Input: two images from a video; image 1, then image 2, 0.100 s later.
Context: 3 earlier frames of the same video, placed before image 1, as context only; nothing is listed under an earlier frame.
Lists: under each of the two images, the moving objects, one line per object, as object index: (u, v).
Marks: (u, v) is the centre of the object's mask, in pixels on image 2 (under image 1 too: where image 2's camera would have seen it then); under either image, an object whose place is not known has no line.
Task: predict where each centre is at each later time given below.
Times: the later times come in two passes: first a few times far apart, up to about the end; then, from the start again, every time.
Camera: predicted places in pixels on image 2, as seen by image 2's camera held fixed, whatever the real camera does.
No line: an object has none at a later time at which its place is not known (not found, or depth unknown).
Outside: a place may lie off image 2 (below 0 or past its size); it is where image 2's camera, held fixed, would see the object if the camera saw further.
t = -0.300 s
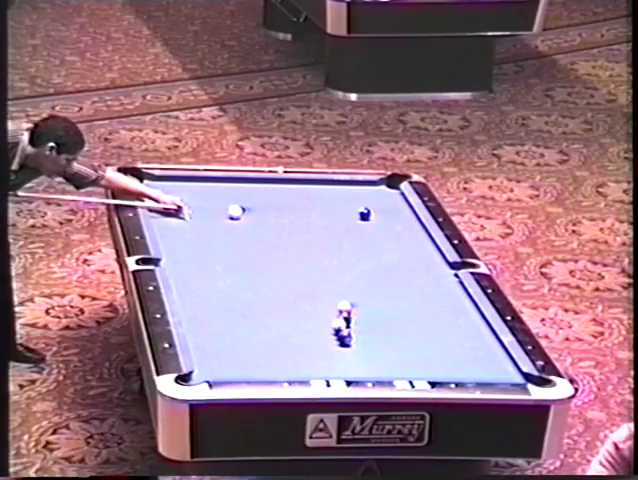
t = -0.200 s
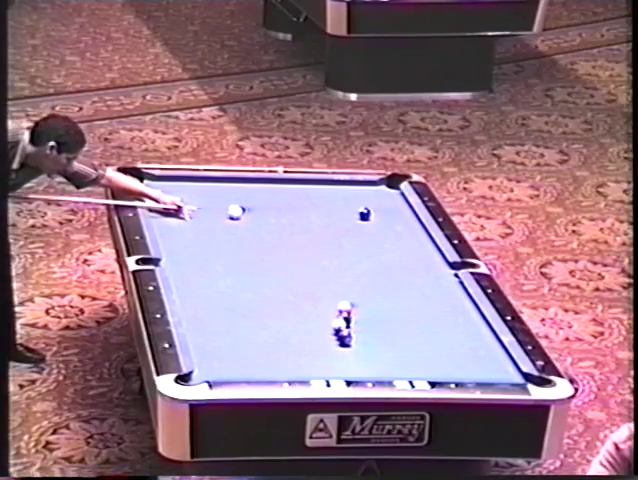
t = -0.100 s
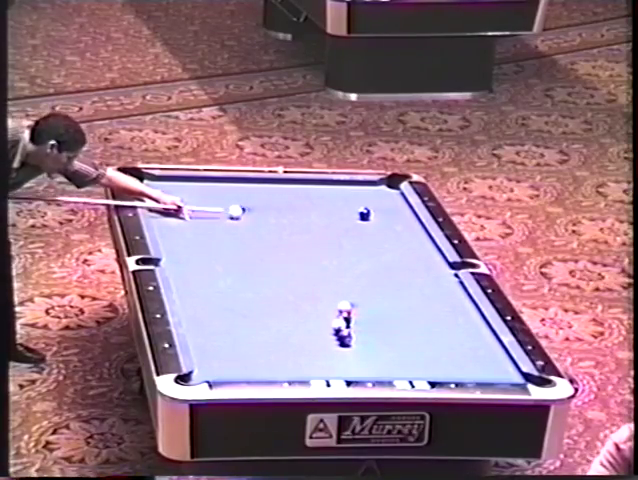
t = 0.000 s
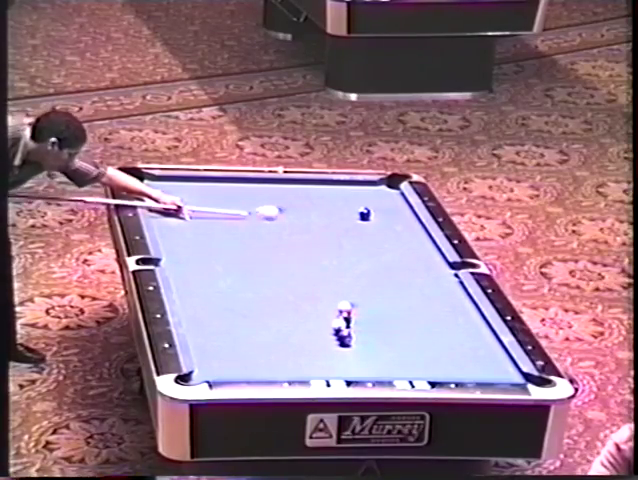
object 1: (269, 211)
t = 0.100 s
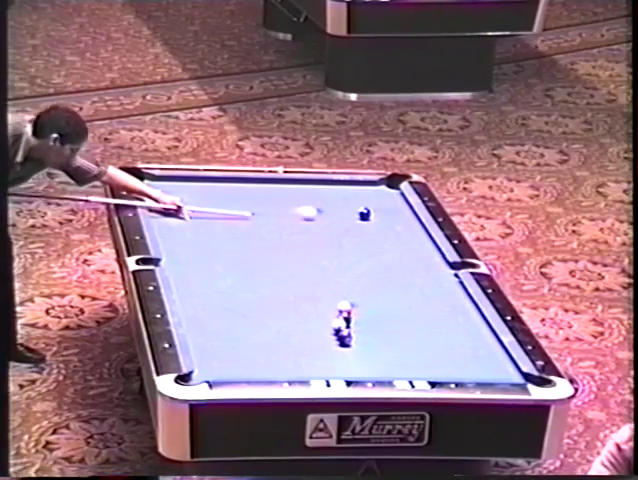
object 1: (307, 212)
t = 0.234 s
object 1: (352, 213)
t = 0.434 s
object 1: (372, 219)
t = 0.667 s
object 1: (399, 225)
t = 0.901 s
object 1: (420, 231)
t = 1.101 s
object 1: (411, 236)
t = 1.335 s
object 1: (401, 242)
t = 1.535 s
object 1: (393, 246)
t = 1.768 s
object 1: (384, 252)
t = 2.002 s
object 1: (376, 257)
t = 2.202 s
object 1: (369, 261)
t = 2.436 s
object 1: (361, 266)
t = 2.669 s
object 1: (354, 270)
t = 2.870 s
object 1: (348, 273)
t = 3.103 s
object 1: (341, 277)
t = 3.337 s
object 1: (334, 281)
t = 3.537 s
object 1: (329, 284)
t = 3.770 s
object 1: (323, 287)
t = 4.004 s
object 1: (317, 290)
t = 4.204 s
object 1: (314, 292)
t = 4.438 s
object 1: (309, 294)
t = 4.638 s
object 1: (306, 296)
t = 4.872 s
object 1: (302, 297)
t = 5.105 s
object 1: (299, 299)
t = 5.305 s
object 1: (298, 301)
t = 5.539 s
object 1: (296, 302)
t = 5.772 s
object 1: (295, 302)
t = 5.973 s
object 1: (294, 302)
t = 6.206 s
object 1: (295, 302)
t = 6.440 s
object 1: (295, 303)
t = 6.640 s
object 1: (295, 303)
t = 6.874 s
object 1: (295, 302)
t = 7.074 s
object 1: (295, 303)
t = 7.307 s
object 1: (295, 302)
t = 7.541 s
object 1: (294, 303)
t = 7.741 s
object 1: (294, 303)
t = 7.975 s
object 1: (295, 302)
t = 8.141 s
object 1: (294, 303)
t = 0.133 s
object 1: (320, 212)
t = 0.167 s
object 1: (332, 213)
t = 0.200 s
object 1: (343, 213)
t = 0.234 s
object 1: (352, 213)
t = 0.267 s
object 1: (356, 215)
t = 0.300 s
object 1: (359, 216)
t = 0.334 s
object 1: (361, 216)
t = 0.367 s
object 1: (364, 217)
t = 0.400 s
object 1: (368, 218)
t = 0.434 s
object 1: (372, 219)
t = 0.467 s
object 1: (376, 220)
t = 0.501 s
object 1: (380, 221)
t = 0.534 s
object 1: (384, 222)
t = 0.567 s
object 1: (388, 222)
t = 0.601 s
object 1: (392, 223)
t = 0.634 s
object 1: (396, 224)
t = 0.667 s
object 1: (399, 225)
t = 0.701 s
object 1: (404, 226)
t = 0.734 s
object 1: (408, 227)
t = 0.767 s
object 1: (412, 229)
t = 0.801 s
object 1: (415, 229)
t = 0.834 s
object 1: (419, 230)
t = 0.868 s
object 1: (421, 230)
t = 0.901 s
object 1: (420, 231)
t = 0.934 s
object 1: (418, 232)
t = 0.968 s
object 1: (417, 233)
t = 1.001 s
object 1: (416, 234)
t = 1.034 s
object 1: (414, 235)
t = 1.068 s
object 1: (413, 235)
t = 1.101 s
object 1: (411, 236)
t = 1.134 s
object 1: (410, 237)
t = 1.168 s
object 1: (408, 238)
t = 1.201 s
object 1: (407, 238)
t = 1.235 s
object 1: (405, 239)
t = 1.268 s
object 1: (404, 240)
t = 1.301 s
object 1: (402, 241)
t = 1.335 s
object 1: (401, 242)
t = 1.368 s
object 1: (400, 242)
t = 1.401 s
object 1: (398, 243)
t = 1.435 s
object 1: (397, 244)
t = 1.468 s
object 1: (396, 245)
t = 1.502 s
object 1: (395, 246)
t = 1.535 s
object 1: (393, 246)
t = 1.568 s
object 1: (392, 247)
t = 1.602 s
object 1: (391, 248)
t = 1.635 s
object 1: (389, 248)
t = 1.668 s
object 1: (388, 249)
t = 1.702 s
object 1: (387, 250)
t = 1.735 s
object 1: (386, 250)
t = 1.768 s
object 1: (384, 252)
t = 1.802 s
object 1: (383, 252)
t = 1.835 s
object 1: (382, 253)
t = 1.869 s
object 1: (381, 254)
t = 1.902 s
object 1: (379, 254)
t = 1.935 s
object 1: (378, 255)
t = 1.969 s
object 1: (377, 256)
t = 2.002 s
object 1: (376, 257)
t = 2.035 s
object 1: (374, 257)
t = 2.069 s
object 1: (373, 258)
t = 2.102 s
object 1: (372, 259)
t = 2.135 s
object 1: (371, 260)
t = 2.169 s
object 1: (370, 260)
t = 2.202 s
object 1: (369, 261)
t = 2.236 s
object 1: (368, 262)
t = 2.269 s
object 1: (366, 262)
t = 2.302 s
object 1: (366, 263)
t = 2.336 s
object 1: (364, 264)
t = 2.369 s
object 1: (363, 264)
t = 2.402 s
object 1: (362, 265)
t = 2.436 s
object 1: (361, 266)
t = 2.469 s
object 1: (360, 266)
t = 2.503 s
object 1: (359, 267)
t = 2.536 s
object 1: (358, 267)
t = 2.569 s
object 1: (357, 268)
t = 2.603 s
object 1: (356, 269)
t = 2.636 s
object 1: (355, 269)
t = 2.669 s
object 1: (354, 270)
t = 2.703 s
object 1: (353, 270)
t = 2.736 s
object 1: (352, 271)
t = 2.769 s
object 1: (351, 272)
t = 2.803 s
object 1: (350, 272)
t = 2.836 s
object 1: (349, 272)
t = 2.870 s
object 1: (348, 273)
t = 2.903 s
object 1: (346, 274)
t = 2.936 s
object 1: (346, 274)
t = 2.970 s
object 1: (345, 275)
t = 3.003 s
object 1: (344, 276)
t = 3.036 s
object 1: (343, 276)
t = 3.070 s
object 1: (342, 277)
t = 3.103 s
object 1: (341, 277)
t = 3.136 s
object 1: (340, 278)
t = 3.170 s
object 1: (339, 278)
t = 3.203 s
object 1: (337, 279)
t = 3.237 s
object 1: (337, 279)
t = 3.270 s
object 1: (336, 280)
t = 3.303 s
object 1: (335, 280)
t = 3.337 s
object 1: (334, 281)
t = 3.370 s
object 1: (333, 281)
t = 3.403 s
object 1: (332, 282)
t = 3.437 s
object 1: (331, 282)
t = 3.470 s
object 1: (331, 283)
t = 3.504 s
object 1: (330, 284)
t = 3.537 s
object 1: (329, 284)
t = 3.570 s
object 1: (328, 284)
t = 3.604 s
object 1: (327, 285)
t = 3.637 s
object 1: (326, 285)
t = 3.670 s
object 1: (325, 286)
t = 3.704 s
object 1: (325, 286)
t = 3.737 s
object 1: (324, 287)
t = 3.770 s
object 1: (323, 287)
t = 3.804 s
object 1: (322, 288)
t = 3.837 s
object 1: (321, 288)
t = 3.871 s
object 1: (321, 288)
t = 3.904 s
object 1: (320, 289)
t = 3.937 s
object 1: (319, 289)
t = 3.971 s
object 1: (318, 289)
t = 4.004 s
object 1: (317, 290)
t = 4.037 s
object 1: (317, 290)
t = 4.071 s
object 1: (316, 290)
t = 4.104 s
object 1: (315, 291)
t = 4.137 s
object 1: (315, 292)
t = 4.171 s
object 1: (314, 292)
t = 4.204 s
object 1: (314, 292)
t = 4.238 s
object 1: (313, 292)
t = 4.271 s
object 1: (312, 293)
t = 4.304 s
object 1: (311, 293)
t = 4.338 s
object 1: (311, 293)
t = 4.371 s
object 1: (310, 293)
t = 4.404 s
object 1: (310, 294)
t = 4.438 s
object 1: (309, 294)
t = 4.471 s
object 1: (308, 294)
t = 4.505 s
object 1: (308, 294)
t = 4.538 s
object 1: (307, 295)
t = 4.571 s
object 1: (307, 295)
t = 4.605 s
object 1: (306, 295)
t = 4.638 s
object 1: (306, 296)
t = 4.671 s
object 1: (305, 296)
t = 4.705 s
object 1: (304, 296)
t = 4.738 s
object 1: (304, 297)
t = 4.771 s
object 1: (304, 297)
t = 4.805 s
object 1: (303, 297)
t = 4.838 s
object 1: (302, 297)
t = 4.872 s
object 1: (302, 297)
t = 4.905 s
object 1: (302, 298)
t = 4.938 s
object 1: (301, 298)
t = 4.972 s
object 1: (301, 298)
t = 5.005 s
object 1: (300, 299)
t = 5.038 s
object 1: (300, 299)
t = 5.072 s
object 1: (300, 299)
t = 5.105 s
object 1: (299, 299)
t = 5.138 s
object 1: (299, 300)
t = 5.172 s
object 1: (299, 300)
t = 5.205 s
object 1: (298, 300)
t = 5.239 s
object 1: (298, 300)
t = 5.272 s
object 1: (298, 300)
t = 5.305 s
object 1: (298, 301)
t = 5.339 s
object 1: (297, 301)
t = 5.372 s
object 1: (297, 301)
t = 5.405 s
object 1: (297, 301)
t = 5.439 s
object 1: (297, 301)
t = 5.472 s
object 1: (296, 301)
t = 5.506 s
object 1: (296, 302)
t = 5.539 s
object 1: (296, 302)
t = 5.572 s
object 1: (296, 302)
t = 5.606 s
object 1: (296, 302)
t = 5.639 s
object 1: (296, 302)
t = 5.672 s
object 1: (296, 302)
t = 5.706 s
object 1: (296, 302)
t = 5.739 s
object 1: (295, 302)
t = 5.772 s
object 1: (295, 302)
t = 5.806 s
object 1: (295, 302)
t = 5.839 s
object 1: (295, 302)
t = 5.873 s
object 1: (295, 302)
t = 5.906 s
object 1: (295, 302)
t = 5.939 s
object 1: (295, 302)
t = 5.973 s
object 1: (294, 302)
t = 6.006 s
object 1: (295, 302)
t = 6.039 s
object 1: (295, 302)
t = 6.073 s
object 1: (294, 302)
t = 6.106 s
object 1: (295, 302)
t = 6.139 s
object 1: (295, 302)
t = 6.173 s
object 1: (295, 302)
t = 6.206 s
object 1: (295, 302)
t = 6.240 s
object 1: (295, 302)
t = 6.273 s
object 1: (295, 302)
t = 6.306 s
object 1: (295, 302)
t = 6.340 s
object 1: (295, 302)
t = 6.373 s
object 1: (295, 302)
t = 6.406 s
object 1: (295, 303)
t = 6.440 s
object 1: (295, 303)
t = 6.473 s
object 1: (295, 303)
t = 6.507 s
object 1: (295, 302)
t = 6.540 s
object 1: (295, 303)
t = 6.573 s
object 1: (294, 303)
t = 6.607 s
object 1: (295, 303)
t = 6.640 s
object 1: (295, 303)
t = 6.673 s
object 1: (295, 302)
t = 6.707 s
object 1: (295, 303)
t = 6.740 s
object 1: (294, 303)
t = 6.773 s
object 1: (294, 303)
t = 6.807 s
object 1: (295, 302)
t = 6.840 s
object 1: (294, 303)
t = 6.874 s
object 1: (295, 302)
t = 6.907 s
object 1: (295, 303)
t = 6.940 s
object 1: (294, 303)
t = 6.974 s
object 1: (294, 302)
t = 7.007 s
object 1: (294, 303)
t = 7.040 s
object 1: (294, 303)
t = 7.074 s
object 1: (295, 303)
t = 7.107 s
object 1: (295, 303)
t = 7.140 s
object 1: (295, 303)
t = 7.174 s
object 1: (294, 303)
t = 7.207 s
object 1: (294, 303)
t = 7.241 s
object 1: (294, 303)
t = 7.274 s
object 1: (294, 303)
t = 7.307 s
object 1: (295, 302)
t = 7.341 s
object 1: (294, 303)
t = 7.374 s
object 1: (295, 302)
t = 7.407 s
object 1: (295, 303)
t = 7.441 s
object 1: (294, 303)
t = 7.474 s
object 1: (294, 303)
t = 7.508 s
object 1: (294, 303)
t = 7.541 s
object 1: (294, 303)
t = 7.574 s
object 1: (294, 303)
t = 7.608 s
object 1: (294, 303)
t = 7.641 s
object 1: (294, 303)
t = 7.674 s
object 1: (295, 302)
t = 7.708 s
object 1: (294, 303)
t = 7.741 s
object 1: (294, 303)
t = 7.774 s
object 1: (294, 303)
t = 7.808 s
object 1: (294, 303)
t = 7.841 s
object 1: (294, 303)
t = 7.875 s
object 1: (294, 303)
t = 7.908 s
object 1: (294, 303)
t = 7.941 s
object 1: (295, 303)
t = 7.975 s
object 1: (295, 302)
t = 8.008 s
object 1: (294, 303)
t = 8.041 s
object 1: (295, 303)
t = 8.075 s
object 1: (295, 302)
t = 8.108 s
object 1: (294, 303)
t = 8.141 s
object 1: (294, 303)
